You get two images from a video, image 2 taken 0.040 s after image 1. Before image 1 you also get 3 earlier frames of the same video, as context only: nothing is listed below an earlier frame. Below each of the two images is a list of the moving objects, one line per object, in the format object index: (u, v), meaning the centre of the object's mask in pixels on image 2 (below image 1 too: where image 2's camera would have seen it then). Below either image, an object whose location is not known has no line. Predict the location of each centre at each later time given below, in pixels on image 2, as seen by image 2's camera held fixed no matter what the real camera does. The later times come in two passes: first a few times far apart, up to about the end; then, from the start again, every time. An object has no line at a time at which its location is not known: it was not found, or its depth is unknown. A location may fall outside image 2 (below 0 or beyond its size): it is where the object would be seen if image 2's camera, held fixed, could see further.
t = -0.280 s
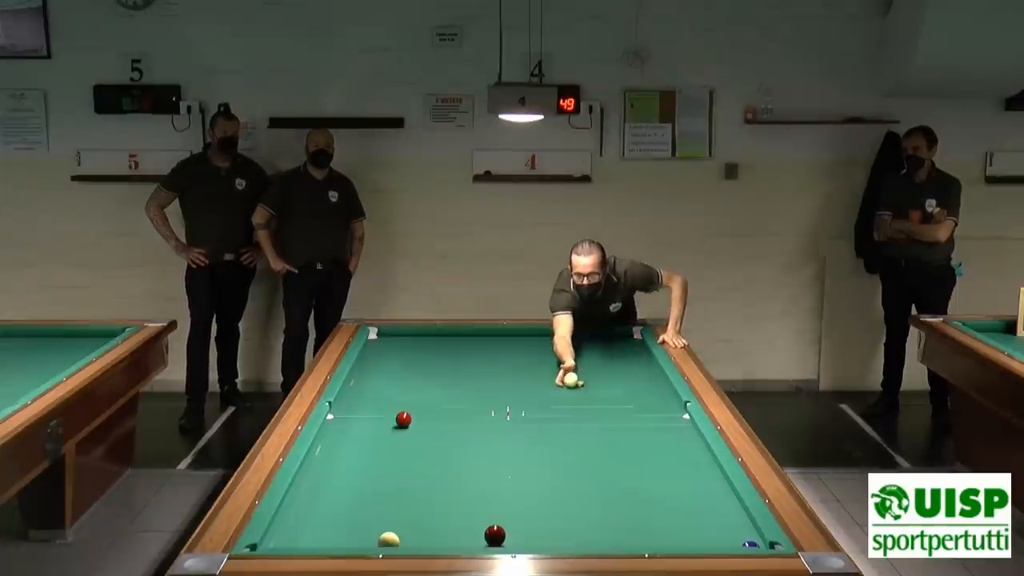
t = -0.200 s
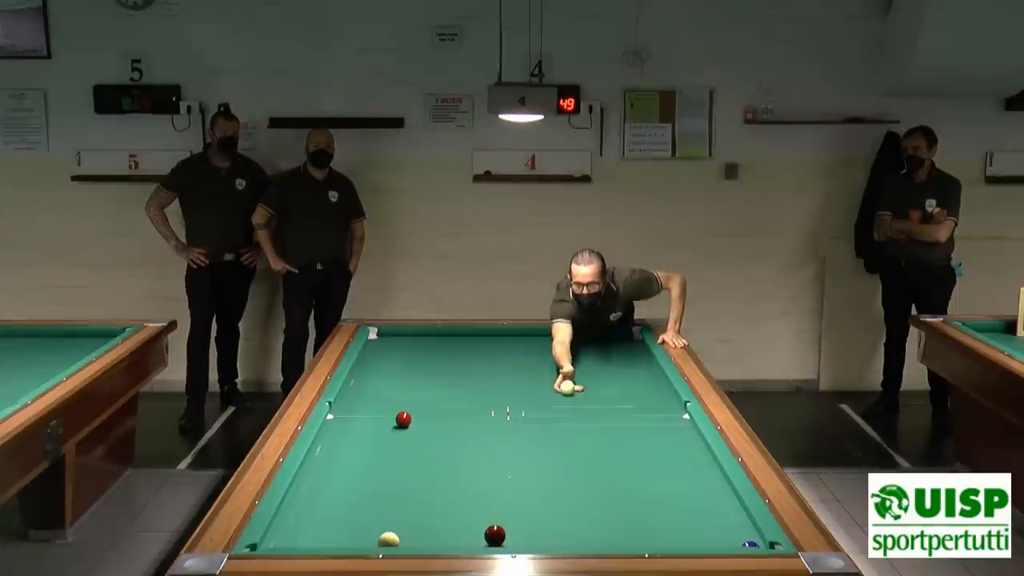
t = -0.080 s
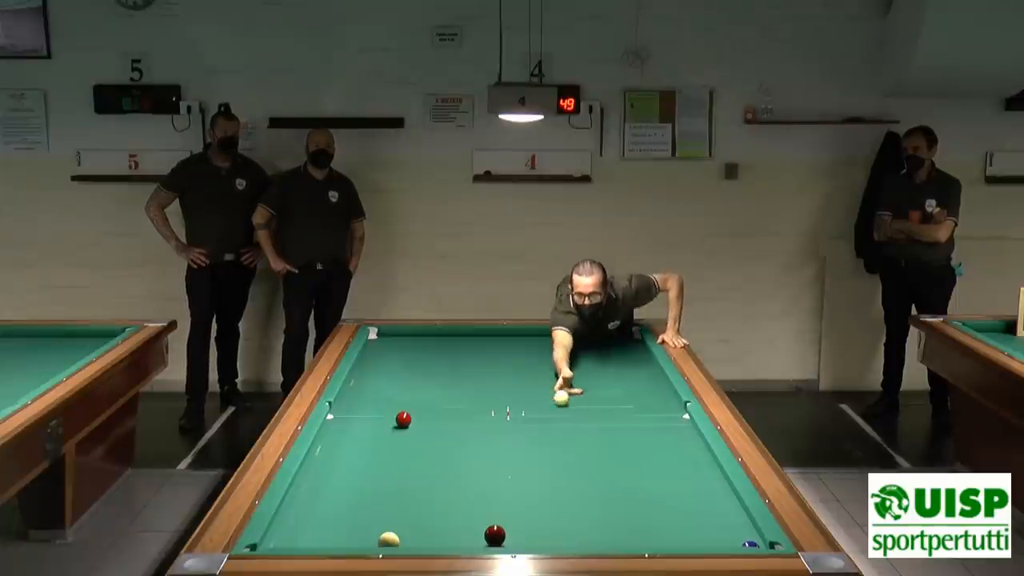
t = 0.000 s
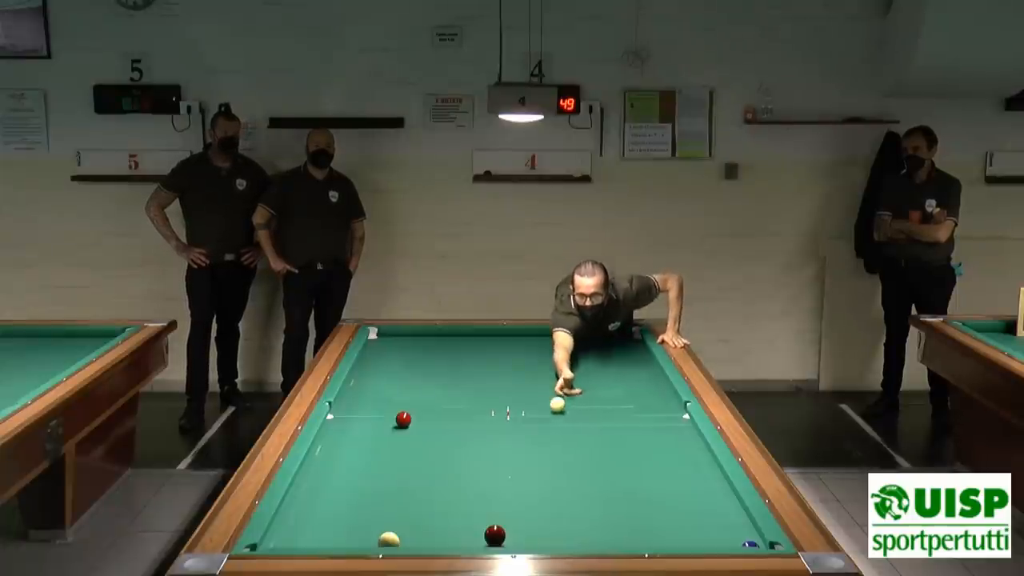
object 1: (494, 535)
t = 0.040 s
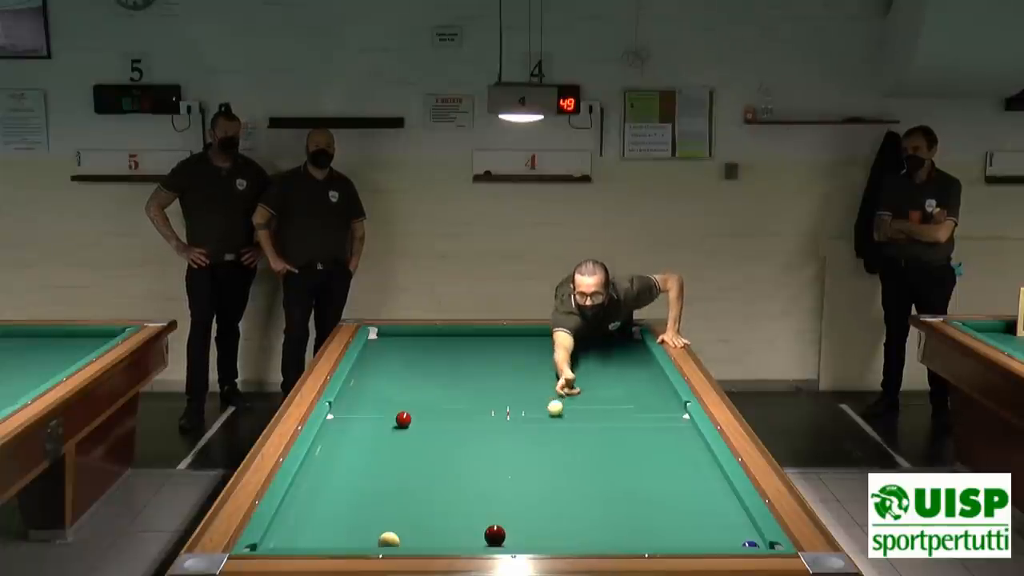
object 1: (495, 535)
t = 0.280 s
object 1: (495, 535)
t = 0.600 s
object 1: (495, 535)
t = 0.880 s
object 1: (495, 535)
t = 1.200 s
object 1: (508, 539)
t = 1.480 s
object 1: (534, 543)
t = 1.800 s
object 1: (553, 539)
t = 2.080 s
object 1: (568, 535)
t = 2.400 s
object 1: (583, 529)
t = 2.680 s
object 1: (595, 524)
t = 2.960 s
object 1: (607, 519)
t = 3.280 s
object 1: (619, 514)
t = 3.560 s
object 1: (628, 510)
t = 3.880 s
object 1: (637, 505)
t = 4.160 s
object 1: (645, 502)
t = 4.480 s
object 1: (652, 499)
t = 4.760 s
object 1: (658, 497)
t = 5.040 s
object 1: (663, 494)
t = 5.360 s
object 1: (669, 492)
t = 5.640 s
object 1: (672, 490)
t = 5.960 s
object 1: (676, 489)
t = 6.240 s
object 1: (679, 488)
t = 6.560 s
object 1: (681, 487)
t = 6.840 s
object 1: (682, 487)
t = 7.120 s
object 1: (683, 486)
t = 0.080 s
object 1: (495, 535)
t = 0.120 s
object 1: (495, 535)
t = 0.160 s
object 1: (495, 535)
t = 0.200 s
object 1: (495, 535)
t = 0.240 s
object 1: (494, 535)
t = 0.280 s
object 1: (495, 535)
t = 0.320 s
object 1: (494, 535)
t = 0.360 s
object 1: (495, 535)
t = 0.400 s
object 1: (495, 535)
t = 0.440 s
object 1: (494, 535)
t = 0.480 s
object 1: (495, 535)
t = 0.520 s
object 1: (495, 535)
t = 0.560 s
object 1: (495, 535)
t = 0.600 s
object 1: (495, 535)
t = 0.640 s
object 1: (494, 535)
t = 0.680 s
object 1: (495, 535)
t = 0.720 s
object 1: (495, 535)
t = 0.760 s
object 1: (495, 535)
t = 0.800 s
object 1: (495, 535)
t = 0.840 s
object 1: (494, 535)
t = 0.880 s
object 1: (495, 535)
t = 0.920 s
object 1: (495, 535)
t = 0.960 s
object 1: (494, 535)
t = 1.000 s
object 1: (494, 535)
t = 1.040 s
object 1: (495, 535)
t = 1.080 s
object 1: (495, 535)
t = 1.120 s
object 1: (498, 536)
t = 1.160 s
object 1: (503, 538)
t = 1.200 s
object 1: (508, 539)
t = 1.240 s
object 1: (512, 540)
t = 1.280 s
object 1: (516, 541)
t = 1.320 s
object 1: (520, 542)
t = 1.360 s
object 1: (524, 543)
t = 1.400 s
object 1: (528, 544)
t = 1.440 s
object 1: (532, 544)
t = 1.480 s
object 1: (534, 543)
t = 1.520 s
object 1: (536, 543)
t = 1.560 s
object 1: (539, 543)
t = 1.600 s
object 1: (541, 542)
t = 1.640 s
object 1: (544, 542)
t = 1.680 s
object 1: (546, 541)
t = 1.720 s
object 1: (548, 540)
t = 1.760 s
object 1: (551, 540)
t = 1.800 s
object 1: (553, 539)
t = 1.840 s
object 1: (555, 539)
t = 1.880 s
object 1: (557, 538)
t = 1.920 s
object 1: (559, 538)
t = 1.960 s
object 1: (561, 537)
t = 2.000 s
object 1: (563, 536)
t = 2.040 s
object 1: (566, 536)
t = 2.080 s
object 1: (568, 535)
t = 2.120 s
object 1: (570, 535)
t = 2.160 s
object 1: (572, 534)
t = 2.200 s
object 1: (574, 534)
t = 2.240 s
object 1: (576, 533)
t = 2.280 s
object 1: (577, 532)
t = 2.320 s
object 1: (579, 531)
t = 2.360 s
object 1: (581, 530)
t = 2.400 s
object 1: (583, 529)
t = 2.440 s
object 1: (585, 529)
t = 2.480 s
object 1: (587, 528)
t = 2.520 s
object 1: (588, 527)
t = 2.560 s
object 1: (590, 526)
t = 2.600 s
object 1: (592, 525)
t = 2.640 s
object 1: (594, 525)
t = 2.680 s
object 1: (595, 524)
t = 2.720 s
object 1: (597, 523)
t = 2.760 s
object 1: (599, 522)
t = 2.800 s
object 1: (600, 522)
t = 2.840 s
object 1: (602, 521)
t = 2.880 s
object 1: (604, 520)
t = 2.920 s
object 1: (605, 519)
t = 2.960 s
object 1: (607, 519)
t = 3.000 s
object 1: (608, 518)
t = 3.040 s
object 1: (610, 518)
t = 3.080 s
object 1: (611, 517)
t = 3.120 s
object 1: (613, 516)
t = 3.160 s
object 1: (614, 516)
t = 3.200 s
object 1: (616, 515)
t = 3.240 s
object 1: (617, 514)
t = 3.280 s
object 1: (619, 514)
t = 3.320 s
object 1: (620, 513)
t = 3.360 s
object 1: (621, 513)
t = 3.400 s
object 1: (623, 512)
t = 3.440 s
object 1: (624, 511)
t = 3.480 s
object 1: (625, 511)
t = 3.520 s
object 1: (626, 510)
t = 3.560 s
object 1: (628, 510)
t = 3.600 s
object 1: (629, 509)
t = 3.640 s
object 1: (630, 508)
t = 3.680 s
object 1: (631, 508)
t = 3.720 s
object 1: (633, 507)
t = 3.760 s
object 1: (634, 507)
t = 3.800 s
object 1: (635, 507)
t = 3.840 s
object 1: (636, 506)
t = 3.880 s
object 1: (637, 505)
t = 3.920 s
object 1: (638, 505)
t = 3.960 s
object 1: (639, 504)
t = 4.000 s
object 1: (641, 504)
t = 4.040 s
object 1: (642, 504)
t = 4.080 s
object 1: (643, 503)
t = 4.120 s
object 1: (644, 503)
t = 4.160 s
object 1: (645, 502)
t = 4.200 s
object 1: (646, 502)
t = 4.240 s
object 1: (647, 501)
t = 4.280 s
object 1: (647, 501)
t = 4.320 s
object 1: (648, 501)
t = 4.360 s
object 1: (649, 500)
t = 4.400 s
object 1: (650, 500)
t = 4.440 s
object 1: (651, 499)
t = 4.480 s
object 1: (652, 499)
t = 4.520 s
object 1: (653, 499)
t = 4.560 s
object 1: (654, 498)
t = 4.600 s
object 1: (655, 498)
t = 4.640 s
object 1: (656, 498)
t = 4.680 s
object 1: (656, 497)
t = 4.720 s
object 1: (657, 497)
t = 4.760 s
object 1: (658, 497)
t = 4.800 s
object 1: (659, 496)
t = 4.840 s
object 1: (660, 496)
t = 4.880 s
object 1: (660, 496)
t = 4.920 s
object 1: (661, 495)
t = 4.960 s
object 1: (662, 495)
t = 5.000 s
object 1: (663, 495)
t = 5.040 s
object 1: (663, 494)
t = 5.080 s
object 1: (664, 494)
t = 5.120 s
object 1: (665, 494)
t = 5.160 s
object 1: (665, 493)
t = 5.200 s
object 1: (666, 493)
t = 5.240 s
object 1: (667, 493)
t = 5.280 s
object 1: (667, 493)
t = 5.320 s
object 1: (668, 492)
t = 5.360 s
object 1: (669, 492)
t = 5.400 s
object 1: (669, 492)
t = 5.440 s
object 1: (670, 492)
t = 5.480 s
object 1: (670, 491)
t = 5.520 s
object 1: (671, 491)
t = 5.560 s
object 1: (672, 491)
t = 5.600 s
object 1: (672, 491)
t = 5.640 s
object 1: (672, 490)
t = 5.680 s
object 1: (673, 490)
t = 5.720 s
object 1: (674, 490)
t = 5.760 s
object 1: (674, 490)
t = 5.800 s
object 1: (675, 490)
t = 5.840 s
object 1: (675, 490)
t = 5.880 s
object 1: (676, 489)
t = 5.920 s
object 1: (676, 489)
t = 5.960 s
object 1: (676, 489)
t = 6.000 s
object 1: (677, 489)
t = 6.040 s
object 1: (677, 489)
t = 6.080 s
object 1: (678, 489)
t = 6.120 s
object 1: (678, 489)
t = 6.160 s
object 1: (678, 489)
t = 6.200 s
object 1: (678, 488)
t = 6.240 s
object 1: (679, 488)
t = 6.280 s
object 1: (679, 488)
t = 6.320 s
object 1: (679, 488)
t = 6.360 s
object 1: (680, 488)
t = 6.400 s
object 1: (680, 488)
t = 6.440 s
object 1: (680, 487)
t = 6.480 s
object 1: (680, 488)
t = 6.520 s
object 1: (681, 487)
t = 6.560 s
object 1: (681, 487)
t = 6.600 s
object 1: (681, 487)
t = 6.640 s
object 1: (681, 487)
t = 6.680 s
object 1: (682, 487)
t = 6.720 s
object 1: (682, 487)
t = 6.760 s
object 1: (682, 487)
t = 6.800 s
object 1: (682, 487)
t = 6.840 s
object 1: (682, 487)
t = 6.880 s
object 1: (682, 487)
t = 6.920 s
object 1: (682, 486)
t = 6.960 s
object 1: (683, 487)
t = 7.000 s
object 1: (683, 486)
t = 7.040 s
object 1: (683, 486)
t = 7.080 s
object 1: (683, 486)
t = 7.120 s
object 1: (683, 486)
